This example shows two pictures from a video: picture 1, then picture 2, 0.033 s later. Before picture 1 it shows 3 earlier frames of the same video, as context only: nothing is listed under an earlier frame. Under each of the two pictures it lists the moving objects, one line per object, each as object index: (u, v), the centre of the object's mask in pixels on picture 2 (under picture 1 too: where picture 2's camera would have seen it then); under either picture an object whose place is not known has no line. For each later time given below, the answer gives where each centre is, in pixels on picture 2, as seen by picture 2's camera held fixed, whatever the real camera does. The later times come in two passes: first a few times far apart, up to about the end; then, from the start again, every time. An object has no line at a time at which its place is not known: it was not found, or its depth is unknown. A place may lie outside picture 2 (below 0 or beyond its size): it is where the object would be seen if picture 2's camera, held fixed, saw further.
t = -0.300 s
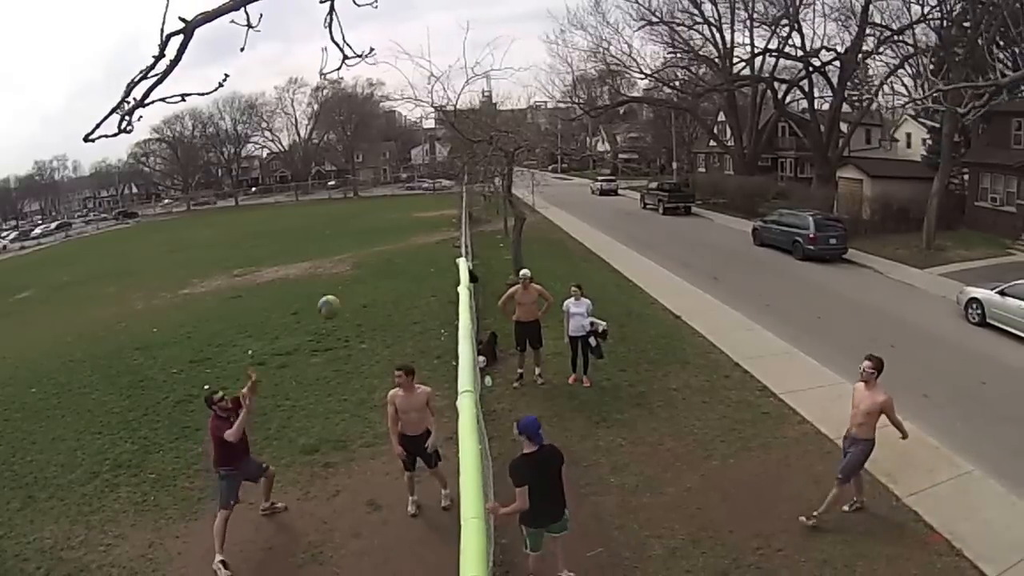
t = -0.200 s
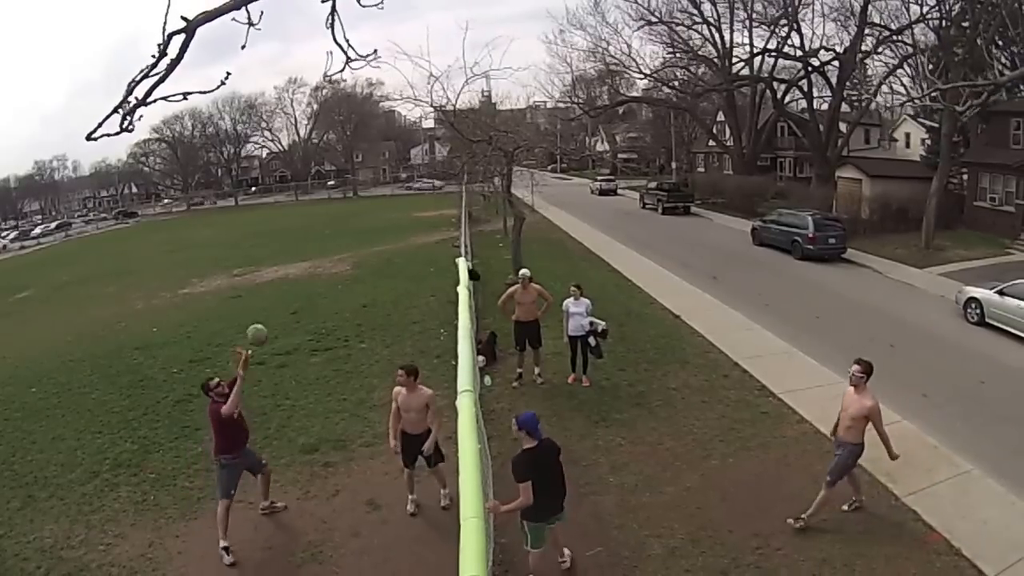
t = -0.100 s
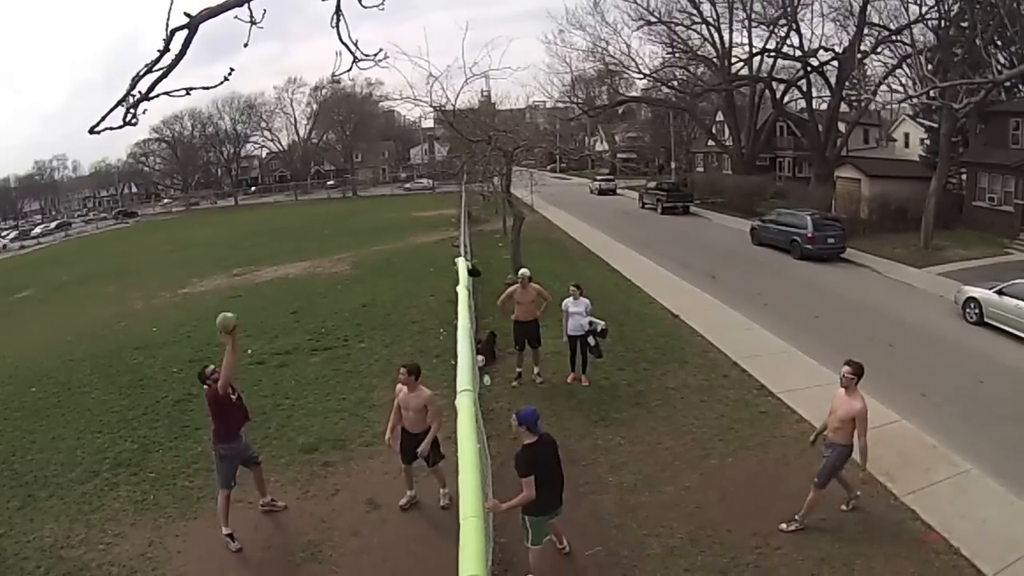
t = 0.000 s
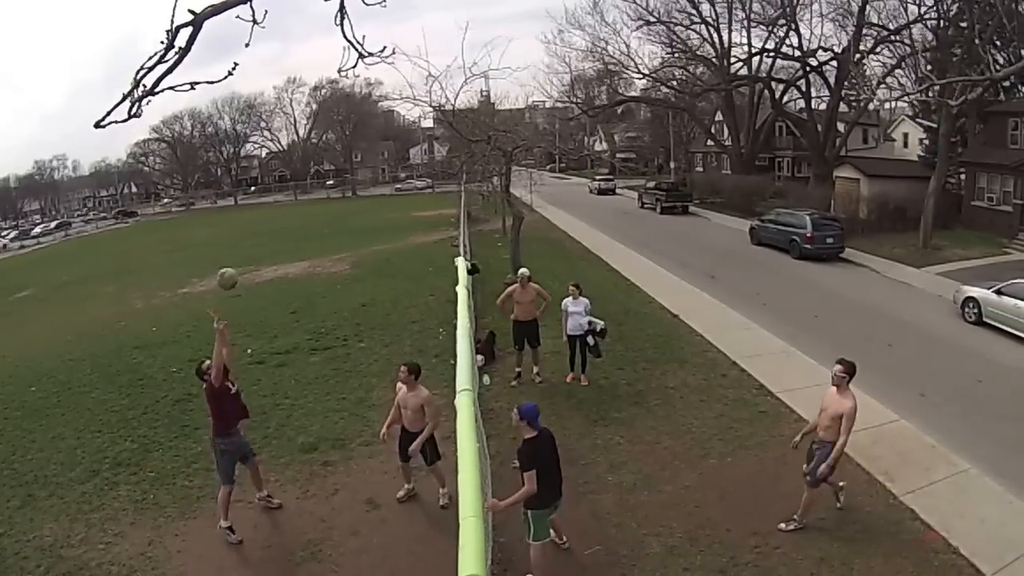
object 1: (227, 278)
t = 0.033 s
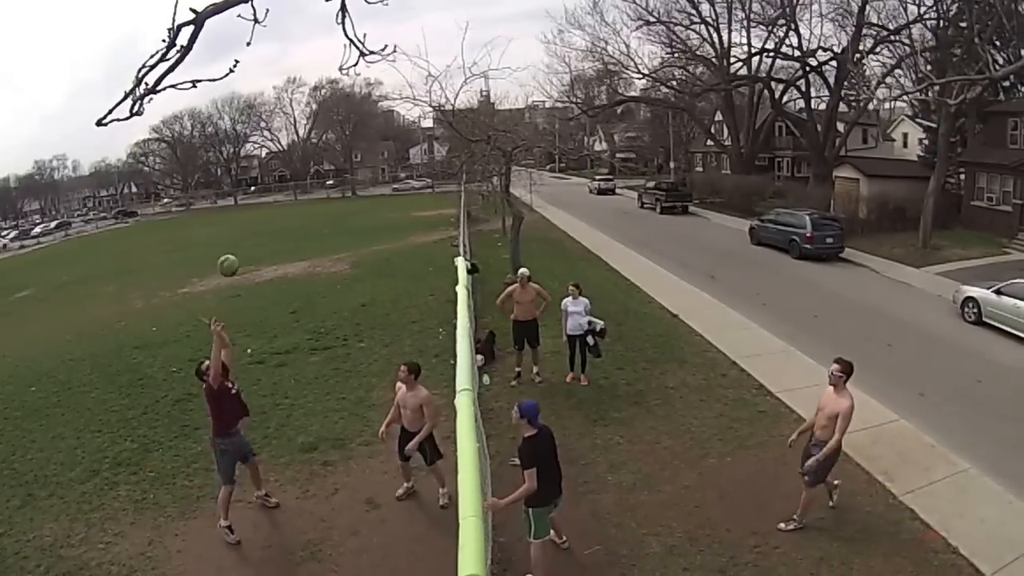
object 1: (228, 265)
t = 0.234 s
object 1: (239, 208)
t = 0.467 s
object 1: (260, 191)
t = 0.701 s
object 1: (292, 231)
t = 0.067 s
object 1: (229, 253)
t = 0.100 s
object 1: (230, 243)
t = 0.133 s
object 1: (232, 232)
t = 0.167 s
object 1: (234, 223)
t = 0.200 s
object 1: (236, 215)
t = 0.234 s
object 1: (239, 208)
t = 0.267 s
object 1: (241, 202)
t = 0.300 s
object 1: (244, 198)
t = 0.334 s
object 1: (247, 193)
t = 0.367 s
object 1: (250, 191)
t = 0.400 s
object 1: (253, 189)
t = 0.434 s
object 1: (256, 190)
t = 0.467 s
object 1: (260, 191)
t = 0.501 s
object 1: (265, 192)
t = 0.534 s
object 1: (269, 196)
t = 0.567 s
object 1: (274, 201)
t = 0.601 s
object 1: (278, 207)
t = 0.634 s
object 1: (282, 213)
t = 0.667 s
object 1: (287, 222)
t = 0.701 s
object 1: (292, 231)
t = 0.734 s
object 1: (296, 242)
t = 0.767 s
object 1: (301, 253)
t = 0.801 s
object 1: (307, 266)
